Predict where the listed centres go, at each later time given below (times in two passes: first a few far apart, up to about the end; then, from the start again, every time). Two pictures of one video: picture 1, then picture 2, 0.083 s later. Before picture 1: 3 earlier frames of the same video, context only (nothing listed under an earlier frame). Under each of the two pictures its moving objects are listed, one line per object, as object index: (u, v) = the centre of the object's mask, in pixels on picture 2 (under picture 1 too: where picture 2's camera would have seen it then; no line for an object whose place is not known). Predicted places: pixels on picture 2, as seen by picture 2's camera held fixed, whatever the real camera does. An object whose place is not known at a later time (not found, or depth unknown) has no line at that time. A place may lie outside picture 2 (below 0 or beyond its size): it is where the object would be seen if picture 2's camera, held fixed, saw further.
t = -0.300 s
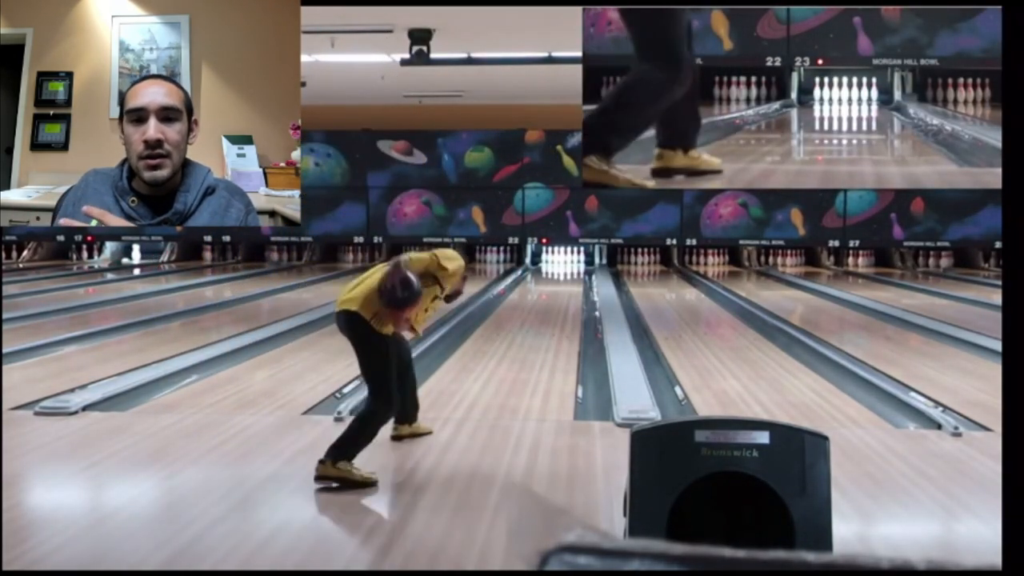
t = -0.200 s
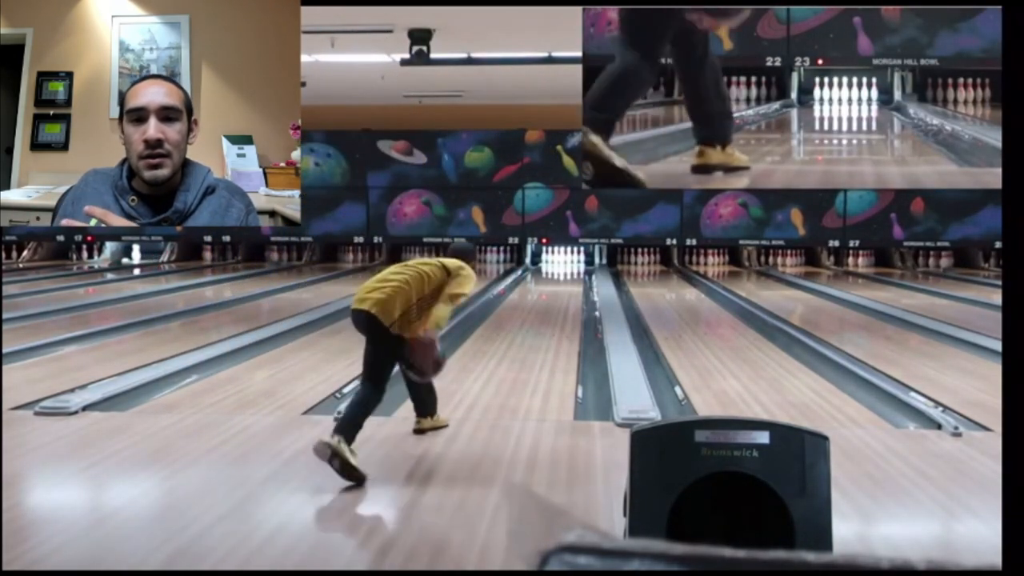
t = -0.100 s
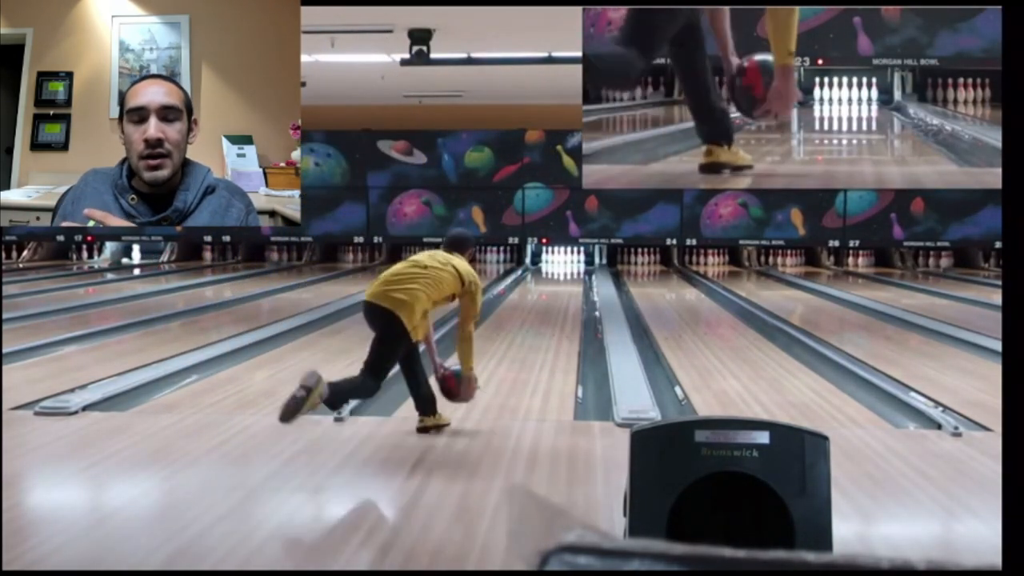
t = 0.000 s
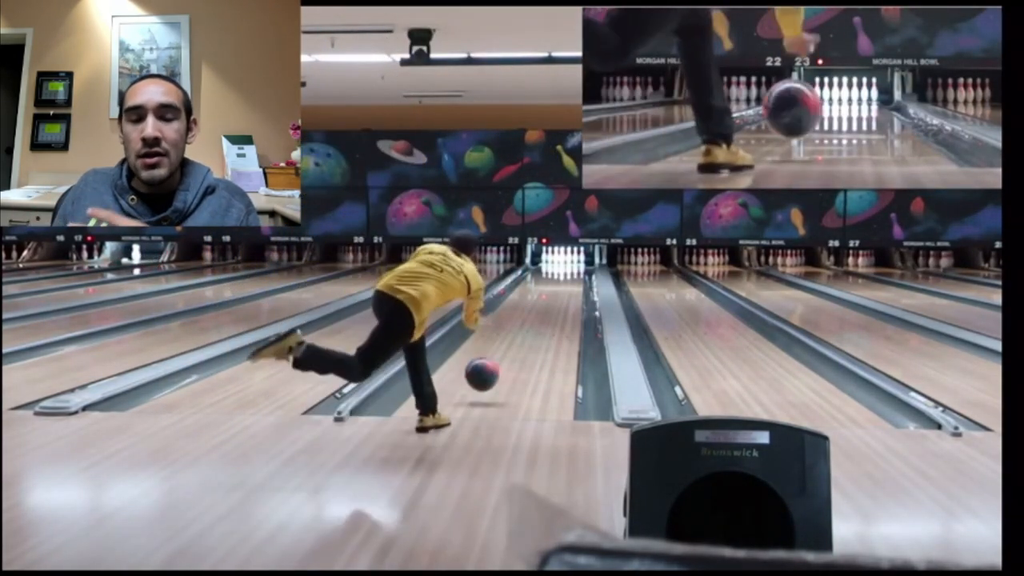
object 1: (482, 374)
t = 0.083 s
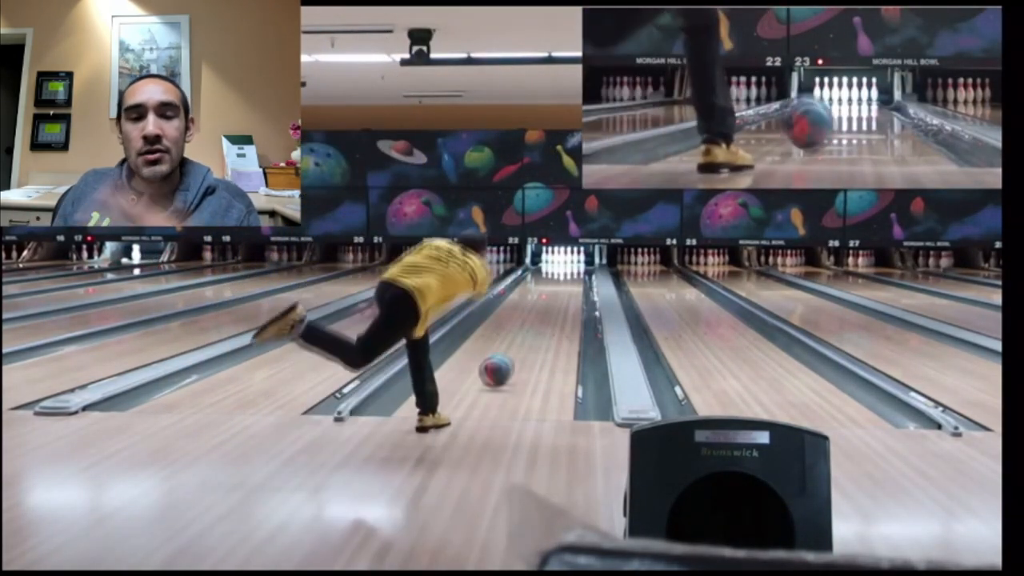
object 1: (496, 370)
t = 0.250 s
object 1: (519, 350)
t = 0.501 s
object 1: (544, 324)
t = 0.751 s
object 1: (560, 308)
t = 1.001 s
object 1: (571, 296)
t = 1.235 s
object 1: (577, 287)
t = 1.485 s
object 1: (581, 278)
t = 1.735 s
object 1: (582, 273)
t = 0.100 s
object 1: (499, 368)
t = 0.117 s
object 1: (501, 366)
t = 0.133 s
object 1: (505, 363)
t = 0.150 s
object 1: (506, 362)
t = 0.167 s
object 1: (509, 359)
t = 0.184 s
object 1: (511, 358)
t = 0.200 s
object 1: (514, 355)
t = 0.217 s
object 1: (515, 353)
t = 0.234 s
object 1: (518, 351)
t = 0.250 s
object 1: (519, 350)
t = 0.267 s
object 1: (522, 347)
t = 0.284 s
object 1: (523, 345)
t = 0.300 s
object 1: (526, 343)
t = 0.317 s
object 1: (527, 342)
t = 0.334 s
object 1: (529, 340)
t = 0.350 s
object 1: (530, 339)
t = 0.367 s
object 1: (532, 337)
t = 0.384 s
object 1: (534, 335)
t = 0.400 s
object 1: (535, 333)
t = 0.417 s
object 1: (536, 332)
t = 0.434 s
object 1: (538, 331)
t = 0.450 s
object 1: (539, 330)
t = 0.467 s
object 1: (541, 327)
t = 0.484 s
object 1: (542, 326)
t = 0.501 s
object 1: (544, 324)
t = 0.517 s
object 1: (545, 323)
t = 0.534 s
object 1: (546, 322)
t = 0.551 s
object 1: (547, 321)
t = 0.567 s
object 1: (548, 319)
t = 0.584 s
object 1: (549, 318)
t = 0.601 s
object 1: (551, 317)
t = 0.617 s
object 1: (552, 316)
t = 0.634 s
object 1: (553, 315)
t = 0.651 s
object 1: (554, 314)
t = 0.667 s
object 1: (555, 313)
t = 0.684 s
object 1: (556, 312)
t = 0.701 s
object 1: (557, 310)
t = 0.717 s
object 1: (557, 310)
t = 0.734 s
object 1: (559, 309)
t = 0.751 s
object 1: (560, 308)
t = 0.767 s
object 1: (560, 307)
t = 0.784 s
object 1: (561, 306)
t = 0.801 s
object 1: (562, 305)
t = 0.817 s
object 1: (563, 304)
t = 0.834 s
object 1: (564, 303)
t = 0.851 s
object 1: (564, 303)
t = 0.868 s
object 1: (565, 302)
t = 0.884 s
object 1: (566, 301)
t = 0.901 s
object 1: (567, 300)
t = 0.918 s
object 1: (567, 299)
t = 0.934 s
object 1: (568, 299)
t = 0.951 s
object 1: (568, 298)
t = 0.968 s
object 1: (569, 297)
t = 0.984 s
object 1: (570, 296)
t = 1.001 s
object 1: (571, 296)
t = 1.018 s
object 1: (571, 295)
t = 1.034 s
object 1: (572, 294)
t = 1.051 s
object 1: (572, 294)
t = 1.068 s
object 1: (573, 293)
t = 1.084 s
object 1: (573, 292)
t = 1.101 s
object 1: (573, 292)
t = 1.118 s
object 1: (574, 291)
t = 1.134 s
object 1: (574, 291)
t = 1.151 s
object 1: (575, 290)
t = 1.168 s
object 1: (575, 289)
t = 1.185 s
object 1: (576, 289)
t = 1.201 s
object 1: (576, 288)
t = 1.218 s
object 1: (577, 288)
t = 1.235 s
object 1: (577, 287)
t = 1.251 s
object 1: (577, 286)
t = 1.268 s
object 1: (577, 286)
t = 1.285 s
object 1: (577, 286)
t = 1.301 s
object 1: (578, 285)
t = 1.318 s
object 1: (578, 285)
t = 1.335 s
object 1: (578, 284)
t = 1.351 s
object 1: (579, 284)
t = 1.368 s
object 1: (579, 283)
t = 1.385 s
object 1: (579, 283)
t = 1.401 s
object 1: (580, 282)
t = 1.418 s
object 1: (580, 281)
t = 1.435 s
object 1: (581, 280)
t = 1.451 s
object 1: (581, 280)
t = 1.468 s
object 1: (581, 279)
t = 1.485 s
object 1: (581, 278)
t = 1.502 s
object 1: (582, 278)
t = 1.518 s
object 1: (582, 278)
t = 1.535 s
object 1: (582, 277)
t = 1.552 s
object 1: (582, 277)
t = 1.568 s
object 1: (582, 276)
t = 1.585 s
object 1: (582, 276)
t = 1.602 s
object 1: (583, 275)
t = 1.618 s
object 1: (583, 275)
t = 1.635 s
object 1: (583, 275)
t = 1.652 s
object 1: (583, 275)
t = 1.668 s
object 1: (582, 273)
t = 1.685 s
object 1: (582, 273)
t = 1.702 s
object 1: (582, 273)
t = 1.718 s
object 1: (582, 273)
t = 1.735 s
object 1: (582, 273)
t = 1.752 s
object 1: (582, 272)
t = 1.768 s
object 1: (582, 271)
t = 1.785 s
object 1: (582, 272)
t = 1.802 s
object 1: (581, 271)
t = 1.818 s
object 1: (581, 271)
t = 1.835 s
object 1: (581, 271)
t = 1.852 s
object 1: (581, 271)
